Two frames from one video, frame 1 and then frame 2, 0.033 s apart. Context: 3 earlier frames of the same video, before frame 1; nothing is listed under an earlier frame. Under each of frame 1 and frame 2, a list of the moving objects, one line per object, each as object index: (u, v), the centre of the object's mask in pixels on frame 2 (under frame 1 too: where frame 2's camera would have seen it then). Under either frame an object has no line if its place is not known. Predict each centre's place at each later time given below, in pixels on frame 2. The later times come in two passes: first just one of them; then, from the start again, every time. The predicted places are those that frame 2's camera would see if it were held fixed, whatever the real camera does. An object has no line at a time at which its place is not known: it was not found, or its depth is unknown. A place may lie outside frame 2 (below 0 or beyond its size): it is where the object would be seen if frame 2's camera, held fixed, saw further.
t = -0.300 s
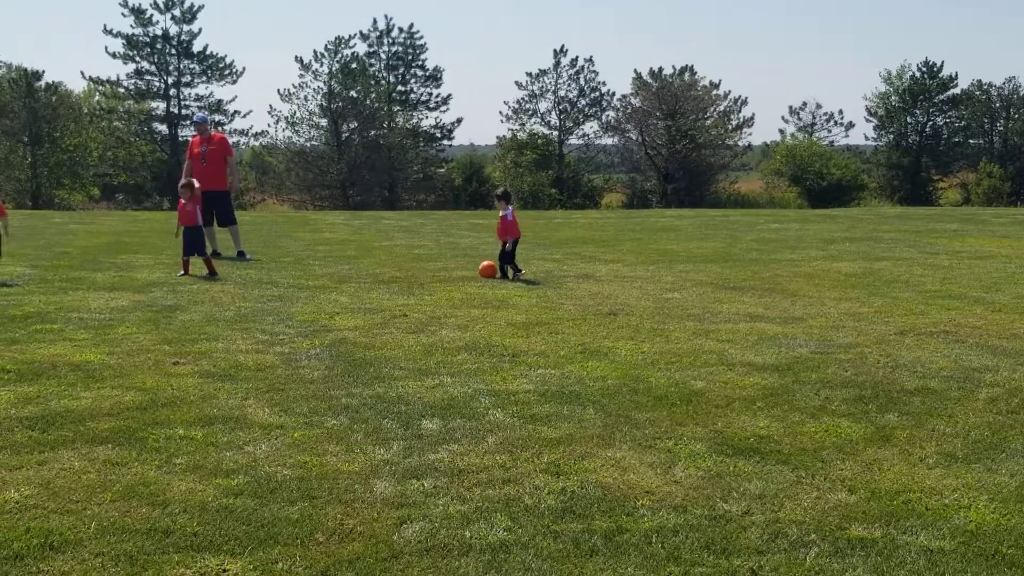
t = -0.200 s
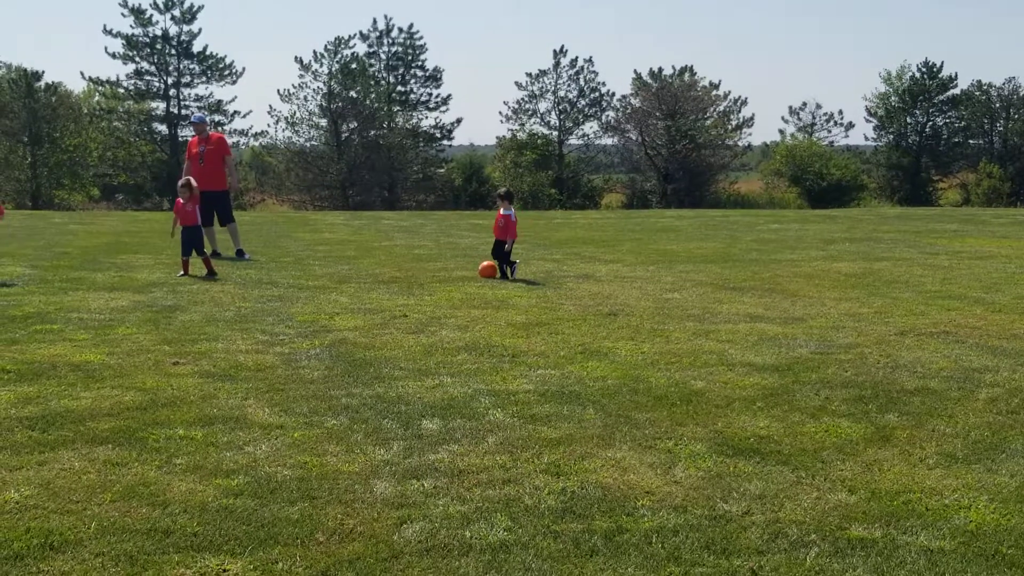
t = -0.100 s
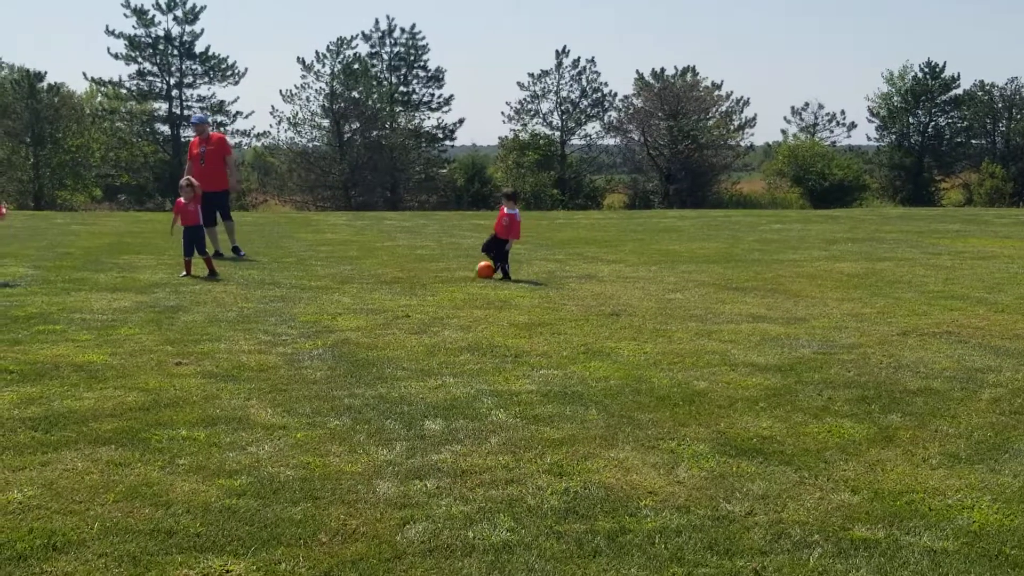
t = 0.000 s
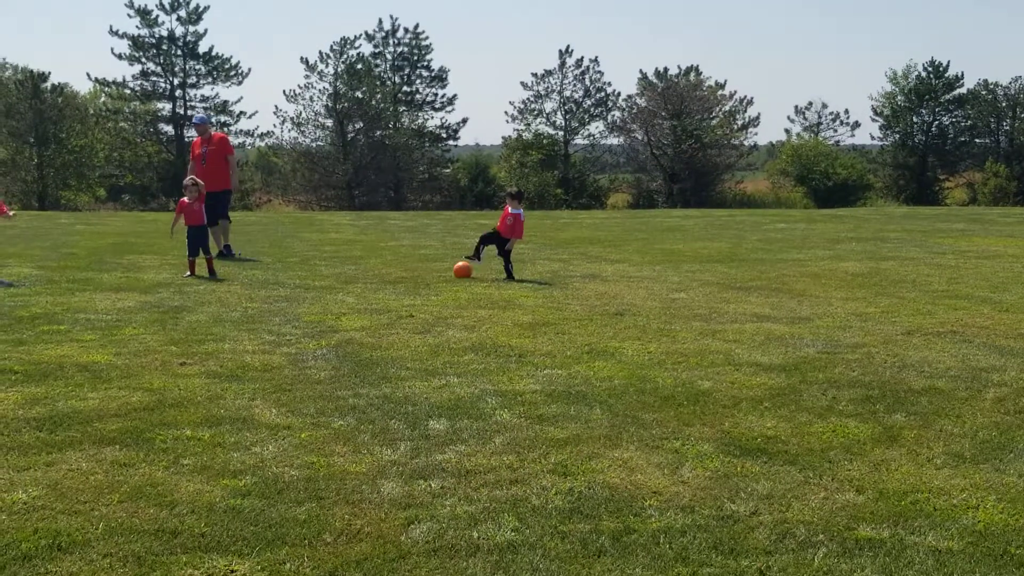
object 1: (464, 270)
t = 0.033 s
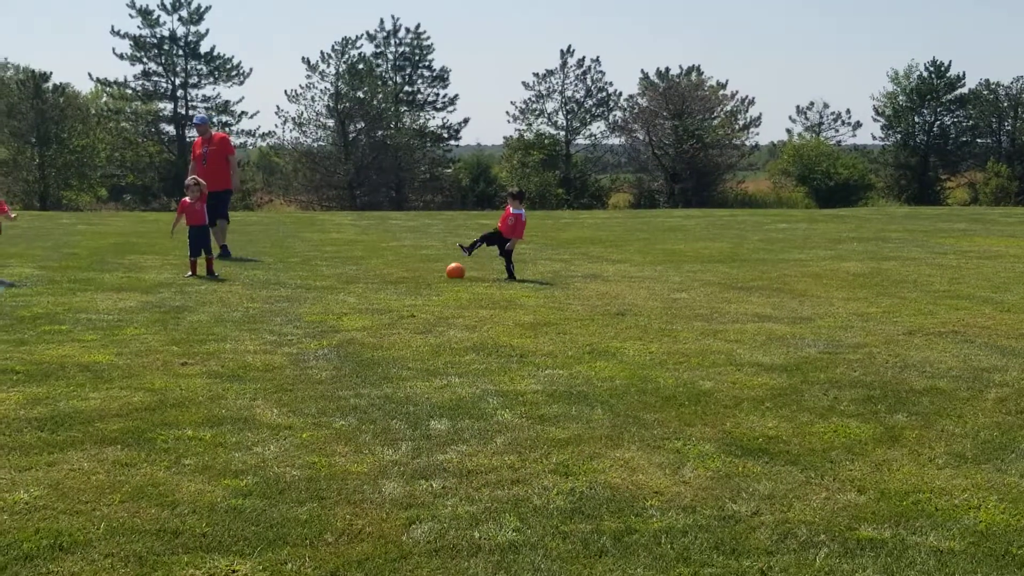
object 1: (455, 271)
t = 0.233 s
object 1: (423, 269)
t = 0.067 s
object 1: (450, 270)
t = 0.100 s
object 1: (444, 270)
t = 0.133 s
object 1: (438, 269)
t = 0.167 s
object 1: (433, 269)
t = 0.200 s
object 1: (428, 269)
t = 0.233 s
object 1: (423, 269)
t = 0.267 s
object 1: (418, 270)
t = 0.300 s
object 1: (413, 270)
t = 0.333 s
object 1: (409, 270)
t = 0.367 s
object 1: (404, 269)
